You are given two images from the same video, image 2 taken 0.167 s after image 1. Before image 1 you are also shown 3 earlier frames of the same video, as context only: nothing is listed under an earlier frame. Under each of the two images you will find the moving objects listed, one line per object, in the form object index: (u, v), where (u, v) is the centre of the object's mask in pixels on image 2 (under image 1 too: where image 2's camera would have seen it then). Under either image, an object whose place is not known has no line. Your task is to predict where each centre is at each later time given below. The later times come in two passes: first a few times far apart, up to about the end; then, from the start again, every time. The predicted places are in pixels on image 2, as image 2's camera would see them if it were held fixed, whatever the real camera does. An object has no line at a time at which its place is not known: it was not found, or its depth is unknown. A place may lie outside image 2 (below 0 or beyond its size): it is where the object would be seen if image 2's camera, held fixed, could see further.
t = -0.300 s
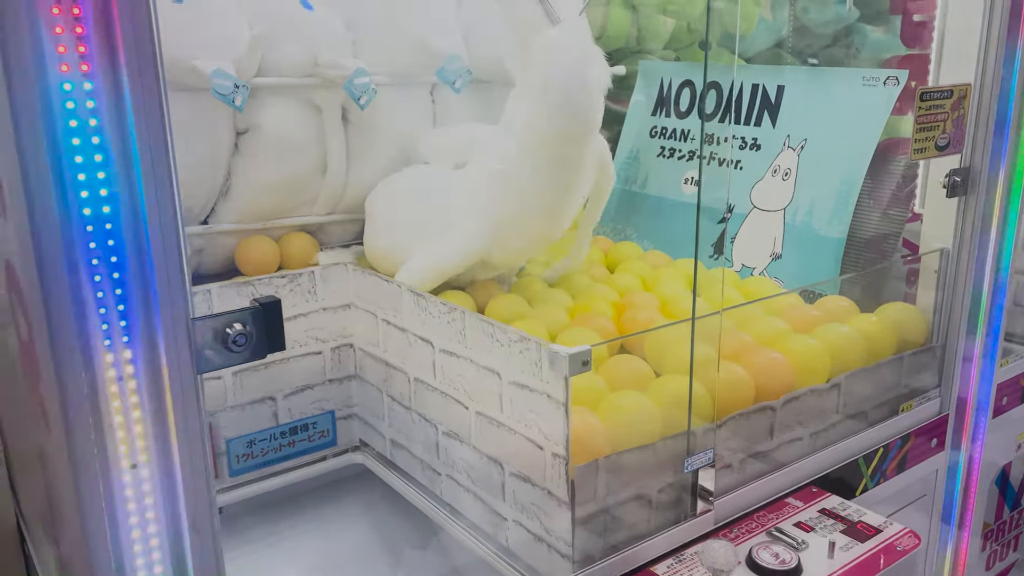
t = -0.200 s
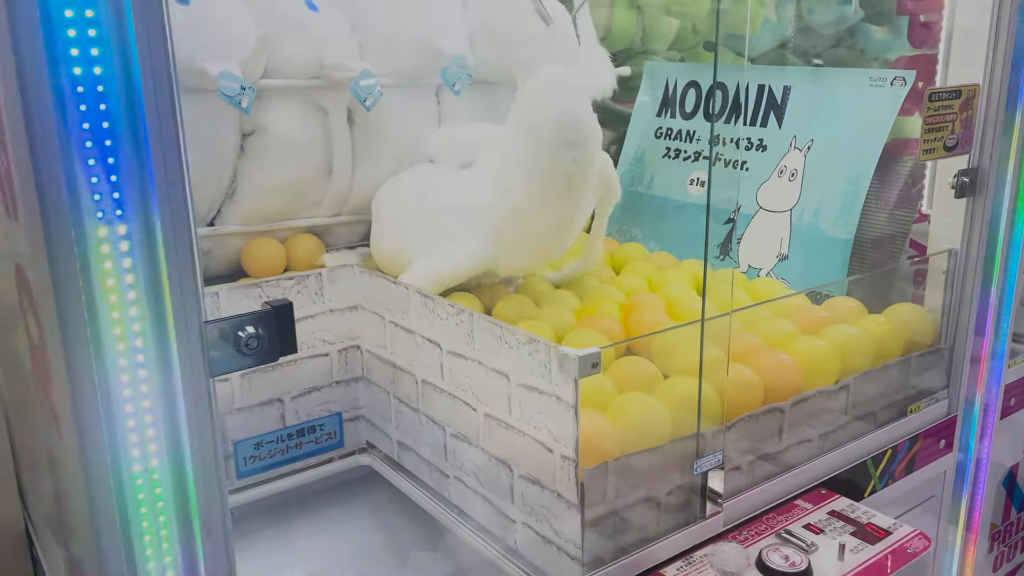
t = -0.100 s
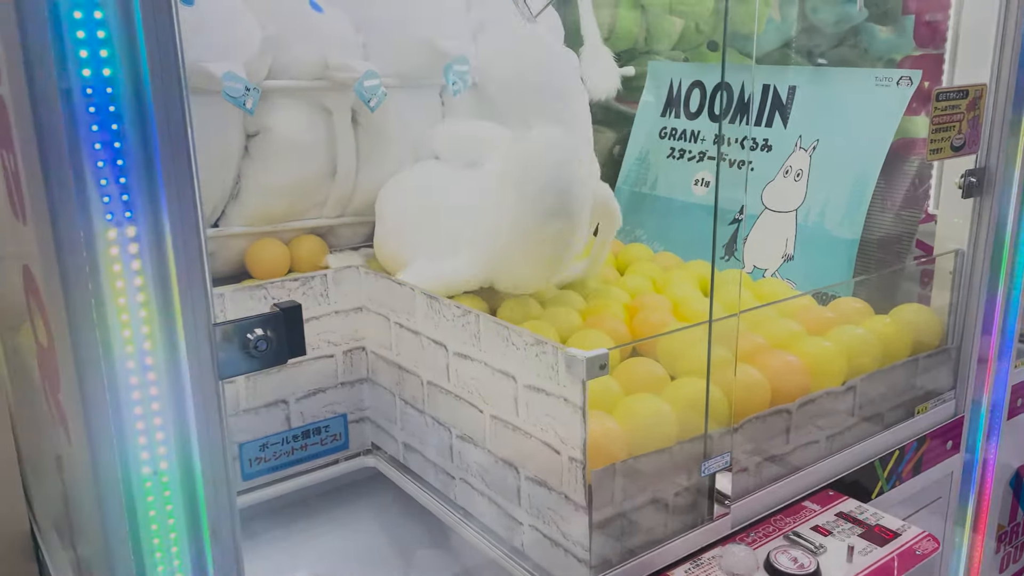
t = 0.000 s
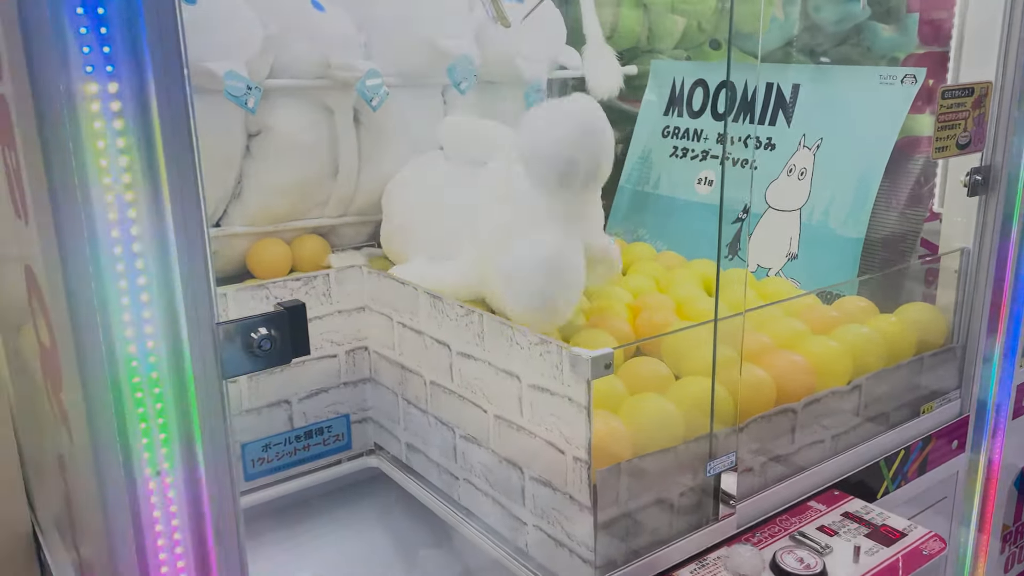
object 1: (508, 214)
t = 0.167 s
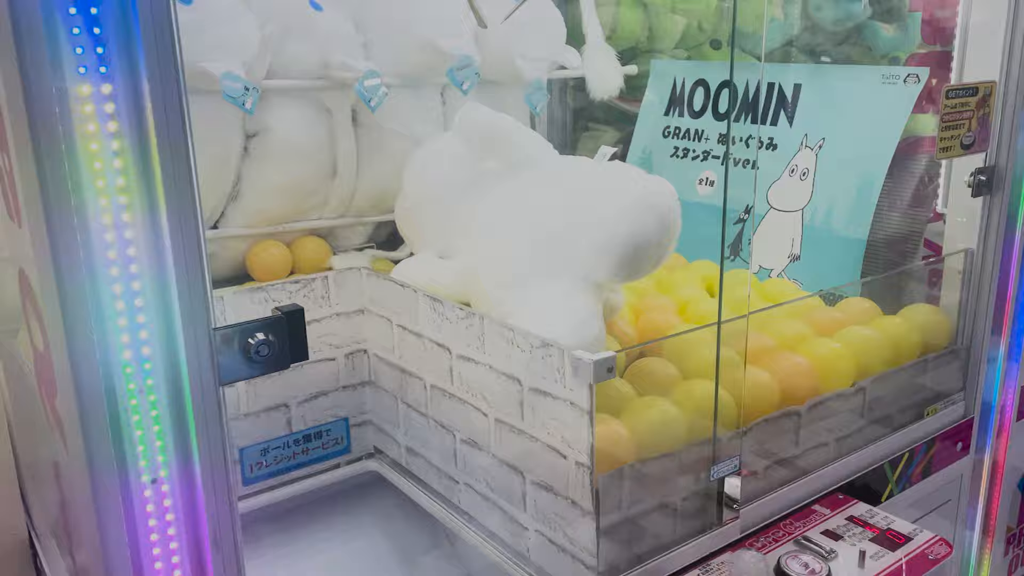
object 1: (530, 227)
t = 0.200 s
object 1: (534, 227)
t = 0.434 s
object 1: (579, 244)
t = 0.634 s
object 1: (617, 256)
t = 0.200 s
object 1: (534, 227)
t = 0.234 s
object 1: (542, 232)
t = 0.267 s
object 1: (550, 235)
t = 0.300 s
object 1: (554, 237)
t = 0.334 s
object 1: (560, 238)
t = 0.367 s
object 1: (566, 240)
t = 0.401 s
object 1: (572, 242)
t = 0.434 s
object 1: (579, 244)
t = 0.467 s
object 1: (587, 248)
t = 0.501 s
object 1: (590, 246)
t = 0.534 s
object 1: (597, 249)
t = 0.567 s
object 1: (605, 254)
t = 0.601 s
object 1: (612, 255)
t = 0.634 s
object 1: (617, 256)
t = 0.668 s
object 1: (619, 255)
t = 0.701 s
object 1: (622, 254)
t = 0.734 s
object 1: (623, 253)
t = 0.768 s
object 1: (622, 252)
